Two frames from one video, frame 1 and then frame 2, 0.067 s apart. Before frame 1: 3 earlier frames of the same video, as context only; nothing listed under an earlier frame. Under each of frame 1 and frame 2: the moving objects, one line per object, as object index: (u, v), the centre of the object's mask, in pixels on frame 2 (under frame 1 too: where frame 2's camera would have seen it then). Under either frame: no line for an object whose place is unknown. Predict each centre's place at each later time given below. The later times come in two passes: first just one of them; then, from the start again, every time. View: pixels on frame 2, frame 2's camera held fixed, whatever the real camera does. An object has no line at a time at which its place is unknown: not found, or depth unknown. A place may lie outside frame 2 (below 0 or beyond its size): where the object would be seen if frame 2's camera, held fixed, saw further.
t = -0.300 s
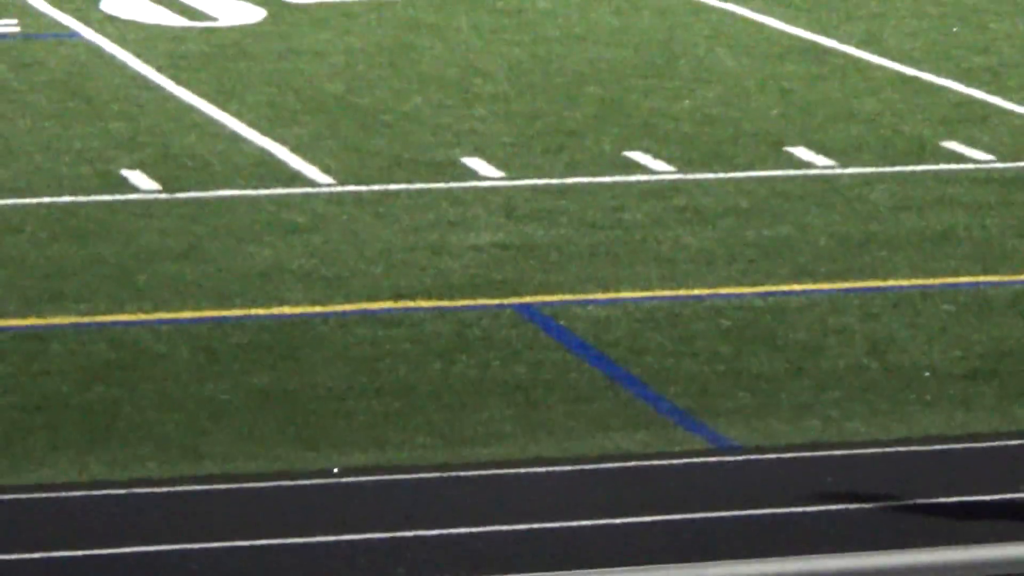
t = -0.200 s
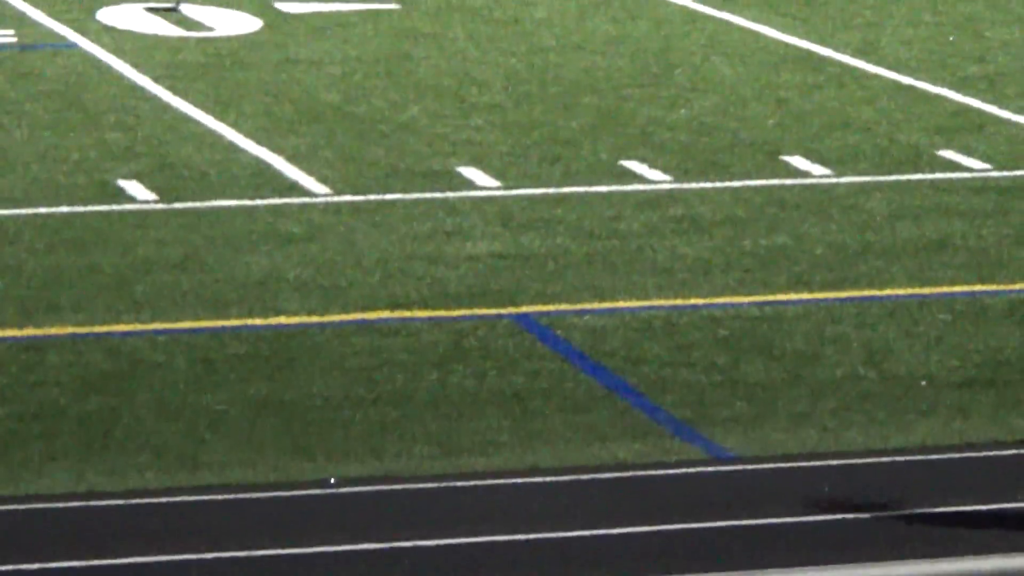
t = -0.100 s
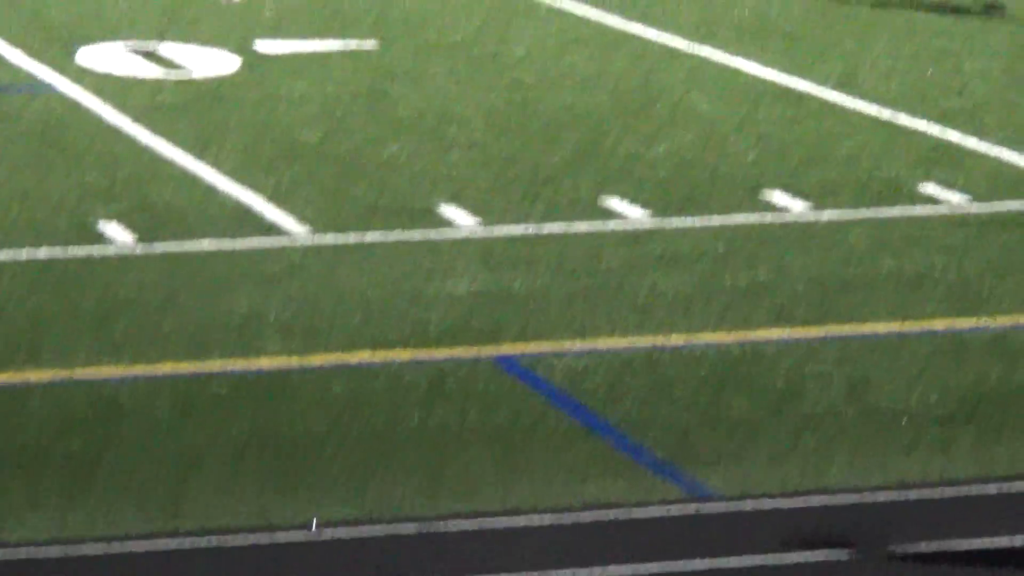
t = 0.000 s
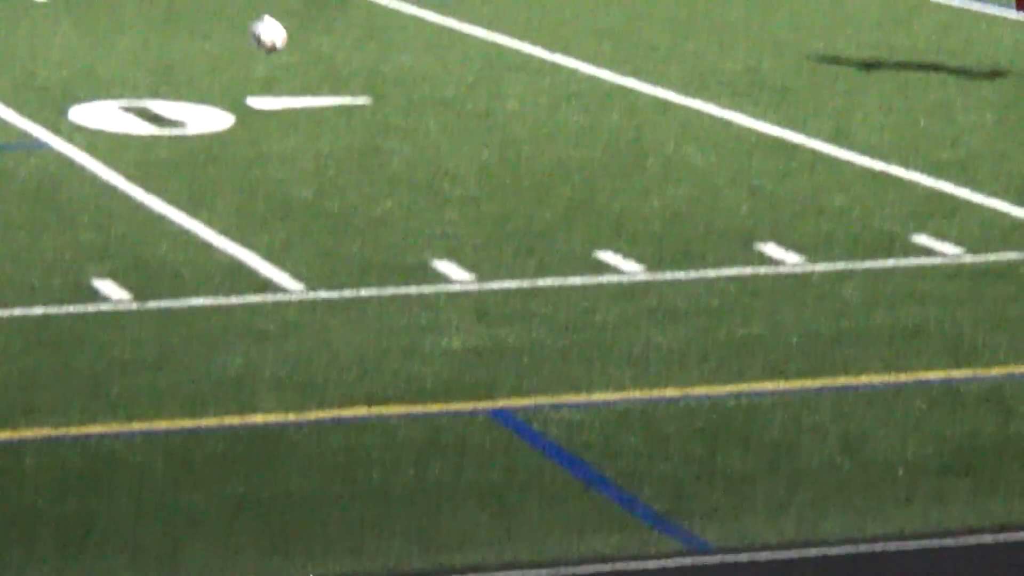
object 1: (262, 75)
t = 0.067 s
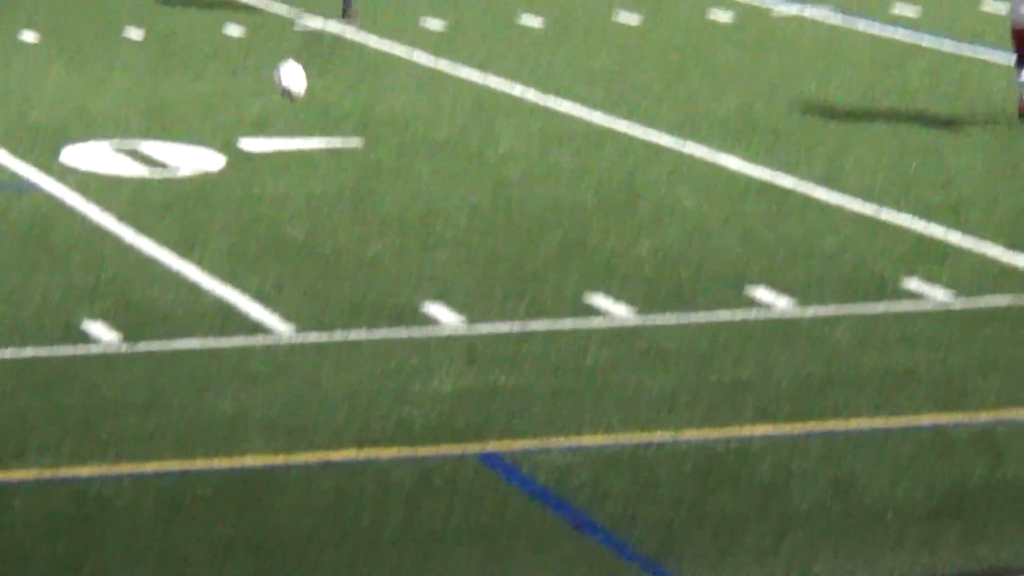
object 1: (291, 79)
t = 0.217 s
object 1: (357, 114)
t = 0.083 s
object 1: (298, 81)
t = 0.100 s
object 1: (306, 84)
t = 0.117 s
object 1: (313, 86)
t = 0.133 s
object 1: (320, 90)
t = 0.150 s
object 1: (327, 94)
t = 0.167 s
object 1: (334, 98)
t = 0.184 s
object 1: (342, 104)
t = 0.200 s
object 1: (351, 109)
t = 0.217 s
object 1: (357, 114)
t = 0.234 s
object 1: (366, 120)
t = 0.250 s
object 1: (374, 127)
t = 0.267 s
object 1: (381, 133)
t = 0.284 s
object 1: (388, 142)
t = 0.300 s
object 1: (399, 151)
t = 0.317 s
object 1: (408, 158)
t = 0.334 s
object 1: (417, 167)
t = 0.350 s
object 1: (425, 179)
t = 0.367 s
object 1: (432, 190)
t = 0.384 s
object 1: (439, 196)
